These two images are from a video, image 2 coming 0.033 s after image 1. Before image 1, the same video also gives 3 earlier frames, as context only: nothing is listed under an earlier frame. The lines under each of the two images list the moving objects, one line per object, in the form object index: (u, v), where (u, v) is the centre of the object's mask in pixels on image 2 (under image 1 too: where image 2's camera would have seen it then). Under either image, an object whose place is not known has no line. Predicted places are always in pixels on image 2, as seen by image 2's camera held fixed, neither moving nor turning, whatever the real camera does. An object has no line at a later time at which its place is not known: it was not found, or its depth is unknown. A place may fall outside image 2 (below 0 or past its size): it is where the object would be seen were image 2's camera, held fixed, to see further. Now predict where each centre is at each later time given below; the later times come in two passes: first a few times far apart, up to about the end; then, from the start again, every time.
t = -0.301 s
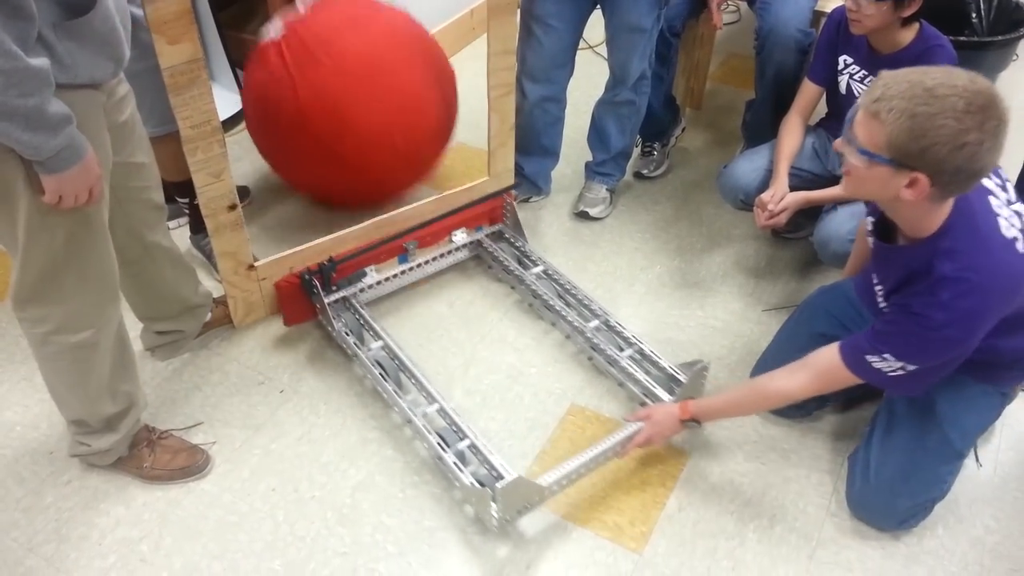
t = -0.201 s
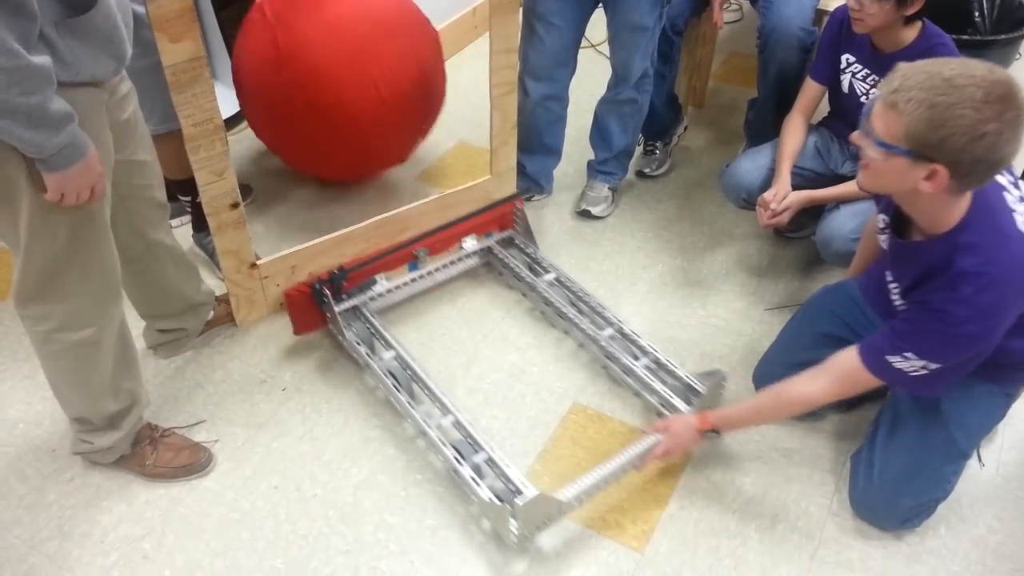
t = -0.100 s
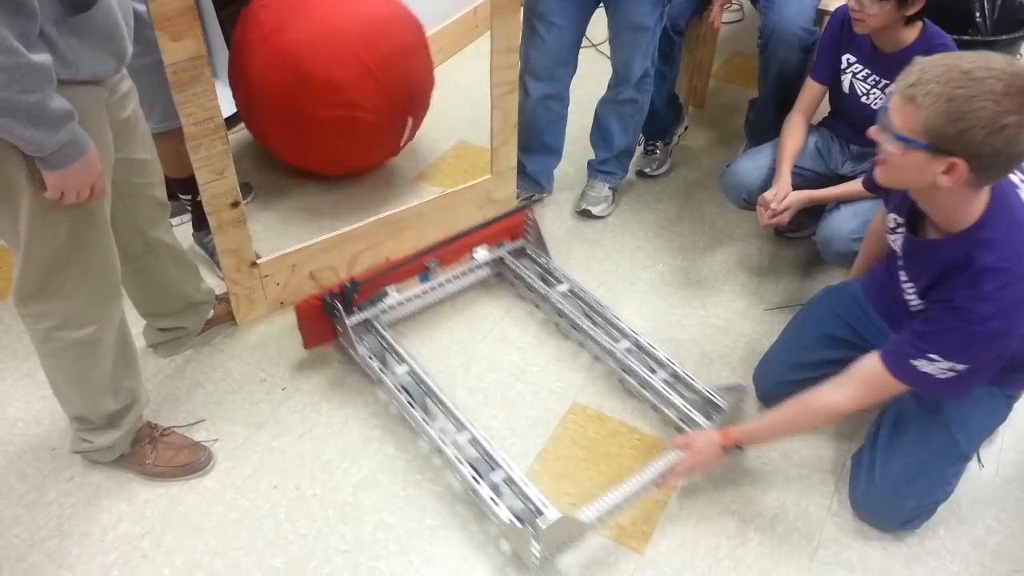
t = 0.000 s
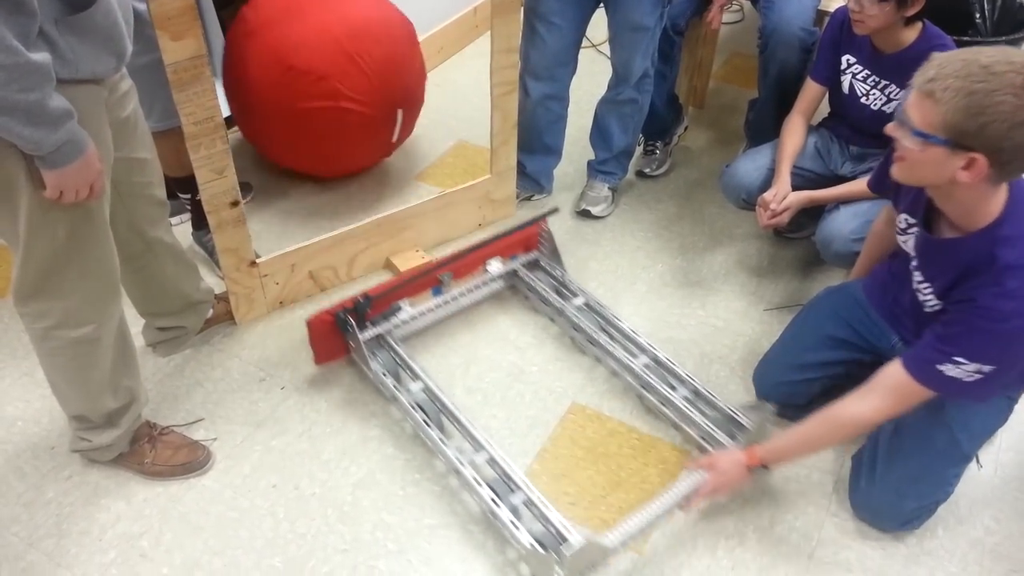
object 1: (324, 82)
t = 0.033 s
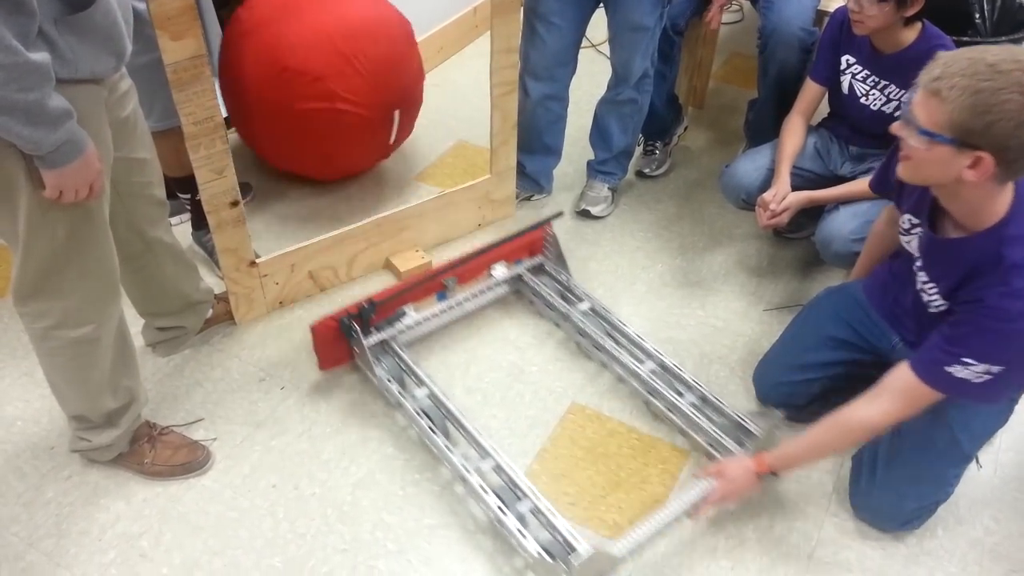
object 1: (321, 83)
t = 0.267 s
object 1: (312, 103)
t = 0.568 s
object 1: (310, 123)
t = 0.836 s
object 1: (323, 125)
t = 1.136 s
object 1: (331, 117)
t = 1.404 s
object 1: (340, 111)
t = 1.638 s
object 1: (345, 105)
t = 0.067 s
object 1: (319, 86)
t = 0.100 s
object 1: (317, 90)
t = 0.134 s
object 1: (316, 97)
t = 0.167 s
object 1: (316, 101)
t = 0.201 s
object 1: (315, 100)
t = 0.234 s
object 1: (313, 100)
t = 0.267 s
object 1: (312, 103)
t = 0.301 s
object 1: (311, 107)
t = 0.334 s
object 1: (311, 112)
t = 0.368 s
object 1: (310, 113)
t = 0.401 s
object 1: (309, 113)
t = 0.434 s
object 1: (308, 115)
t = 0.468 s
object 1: (307, 120)
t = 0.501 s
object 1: (307, 123)
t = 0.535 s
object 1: (308, 123)
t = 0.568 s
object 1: (310, 123)
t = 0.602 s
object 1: (313, 124)
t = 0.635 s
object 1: (315, 126)
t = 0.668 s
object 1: (316, 126)
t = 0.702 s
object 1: (319, 126)
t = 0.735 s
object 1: (320, 127)
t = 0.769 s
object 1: (321, 126)
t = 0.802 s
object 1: (322, 125)
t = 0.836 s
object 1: (323, 125)
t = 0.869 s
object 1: (323, 124)
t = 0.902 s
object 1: (324, 122)
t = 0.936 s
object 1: (325, 122)
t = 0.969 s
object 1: (327, 122)
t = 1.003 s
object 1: (327, 120)
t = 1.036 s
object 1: (328, 119)
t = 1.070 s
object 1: (329, 119)
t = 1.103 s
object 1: (330, 118)
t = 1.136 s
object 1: (331, 117)
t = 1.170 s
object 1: (332, 116)
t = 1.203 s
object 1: (333, 116)
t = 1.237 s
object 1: (335, 115)
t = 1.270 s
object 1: (336, 114)
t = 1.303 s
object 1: (337, 113)
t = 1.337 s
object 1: (338, 113)
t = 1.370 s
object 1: (339, 112)
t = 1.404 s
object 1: (340, 111)
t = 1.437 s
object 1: (341, 110)
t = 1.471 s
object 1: (342, 109)
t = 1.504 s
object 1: (344, 109)
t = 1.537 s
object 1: (345, 108)
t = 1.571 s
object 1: (346, 107)
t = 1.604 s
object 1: (346, 106)
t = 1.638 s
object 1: (345, 105)
